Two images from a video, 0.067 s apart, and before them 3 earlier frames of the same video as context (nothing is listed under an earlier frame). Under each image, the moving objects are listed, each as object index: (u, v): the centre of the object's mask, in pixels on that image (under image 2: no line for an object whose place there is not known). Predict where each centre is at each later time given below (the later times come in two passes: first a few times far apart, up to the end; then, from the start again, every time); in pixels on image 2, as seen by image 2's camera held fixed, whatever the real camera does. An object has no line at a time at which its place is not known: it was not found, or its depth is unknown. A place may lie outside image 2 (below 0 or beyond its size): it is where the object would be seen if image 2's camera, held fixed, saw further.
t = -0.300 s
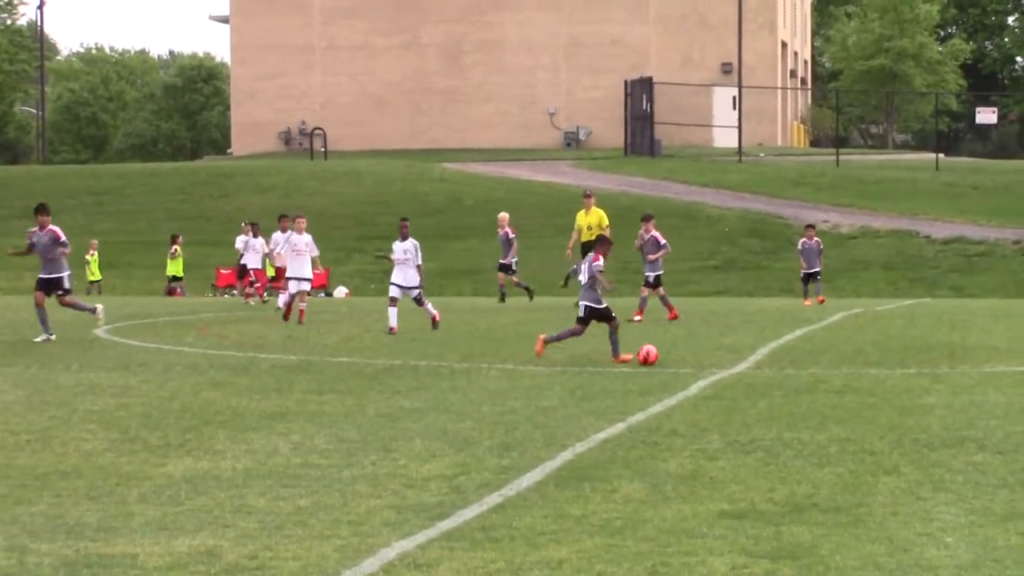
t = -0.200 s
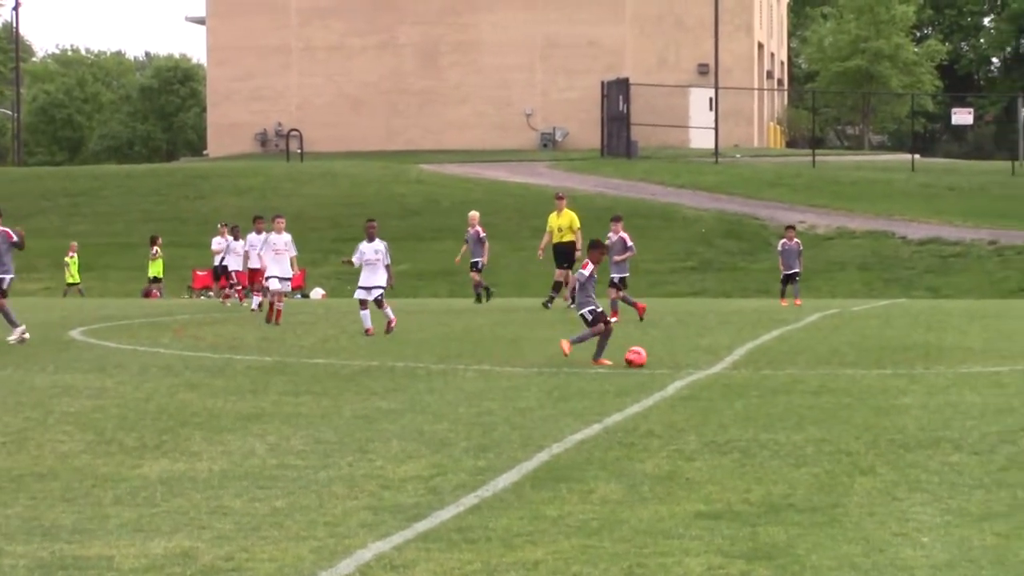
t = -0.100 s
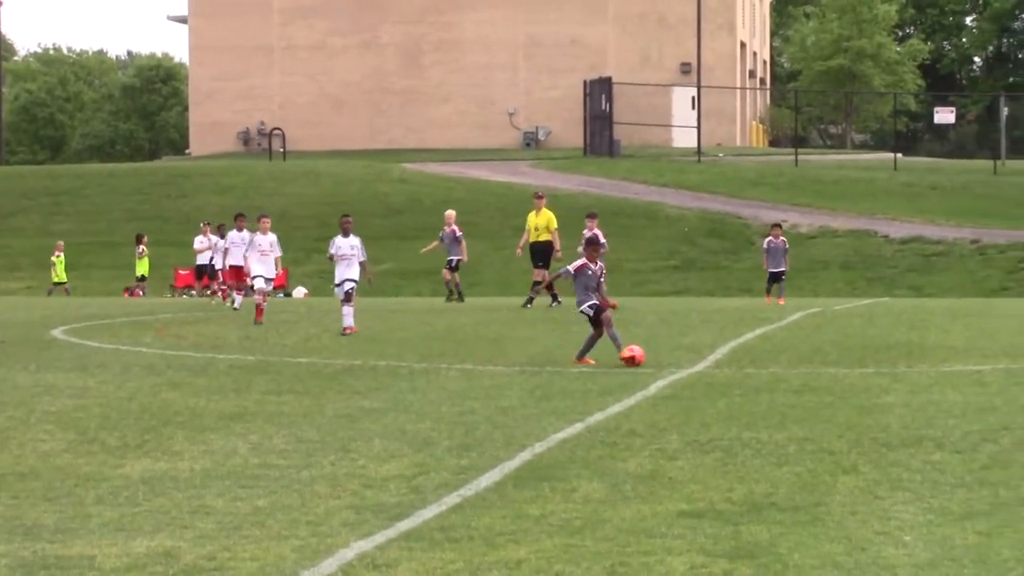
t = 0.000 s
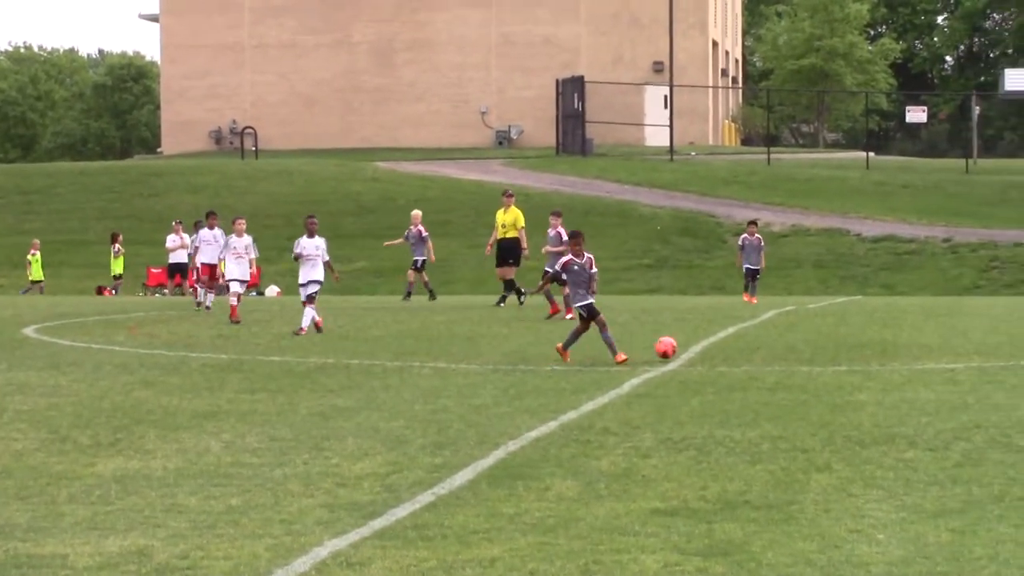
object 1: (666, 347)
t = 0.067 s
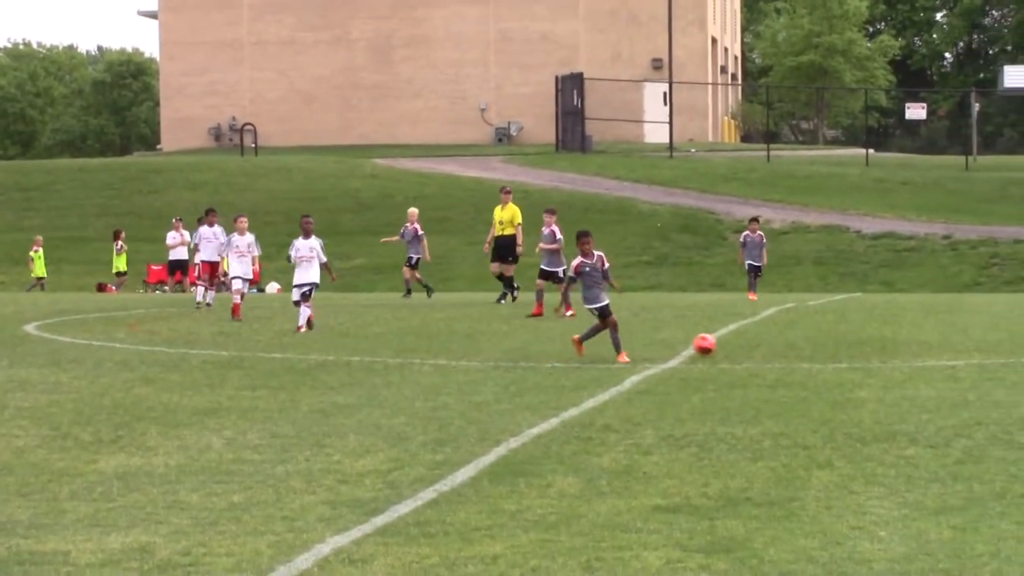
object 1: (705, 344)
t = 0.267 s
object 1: (799, 344)
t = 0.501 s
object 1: (898, 339)
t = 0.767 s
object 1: (1004, 337)
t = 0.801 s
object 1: (1018, 337)
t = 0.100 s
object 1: (722, 346)
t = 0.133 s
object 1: (740, 347)
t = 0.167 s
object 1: (754, 345)
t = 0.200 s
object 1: (769, 344)
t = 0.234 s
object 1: (785, 344)
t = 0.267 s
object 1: (799, 344)
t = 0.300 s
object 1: (813, 343)
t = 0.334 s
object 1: (827, 342)
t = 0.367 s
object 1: (842, 342)
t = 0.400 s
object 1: (856, 342)
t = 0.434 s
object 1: (870, 340)
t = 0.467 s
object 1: (884, 338)
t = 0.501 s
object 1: (898, 339)
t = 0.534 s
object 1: (912, 339)
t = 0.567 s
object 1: (926, 339)
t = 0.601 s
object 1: (939, 337)
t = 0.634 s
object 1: (953, 336)
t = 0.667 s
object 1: (966, 337)
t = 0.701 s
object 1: (979, 338)
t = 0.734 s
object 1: (992, 337)
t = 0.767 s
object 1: (1004, 337)
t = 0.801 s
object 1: (1018, 337)
